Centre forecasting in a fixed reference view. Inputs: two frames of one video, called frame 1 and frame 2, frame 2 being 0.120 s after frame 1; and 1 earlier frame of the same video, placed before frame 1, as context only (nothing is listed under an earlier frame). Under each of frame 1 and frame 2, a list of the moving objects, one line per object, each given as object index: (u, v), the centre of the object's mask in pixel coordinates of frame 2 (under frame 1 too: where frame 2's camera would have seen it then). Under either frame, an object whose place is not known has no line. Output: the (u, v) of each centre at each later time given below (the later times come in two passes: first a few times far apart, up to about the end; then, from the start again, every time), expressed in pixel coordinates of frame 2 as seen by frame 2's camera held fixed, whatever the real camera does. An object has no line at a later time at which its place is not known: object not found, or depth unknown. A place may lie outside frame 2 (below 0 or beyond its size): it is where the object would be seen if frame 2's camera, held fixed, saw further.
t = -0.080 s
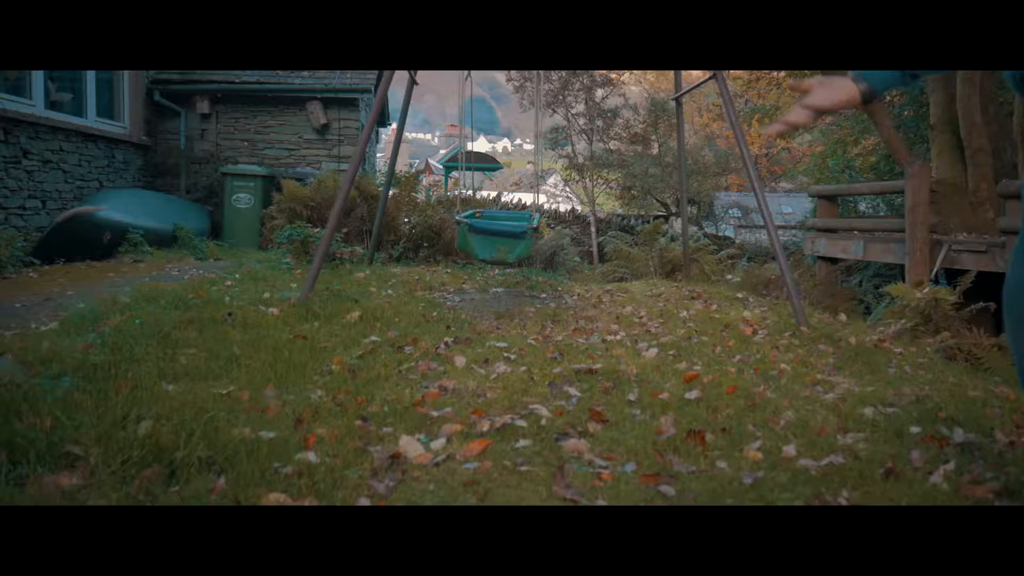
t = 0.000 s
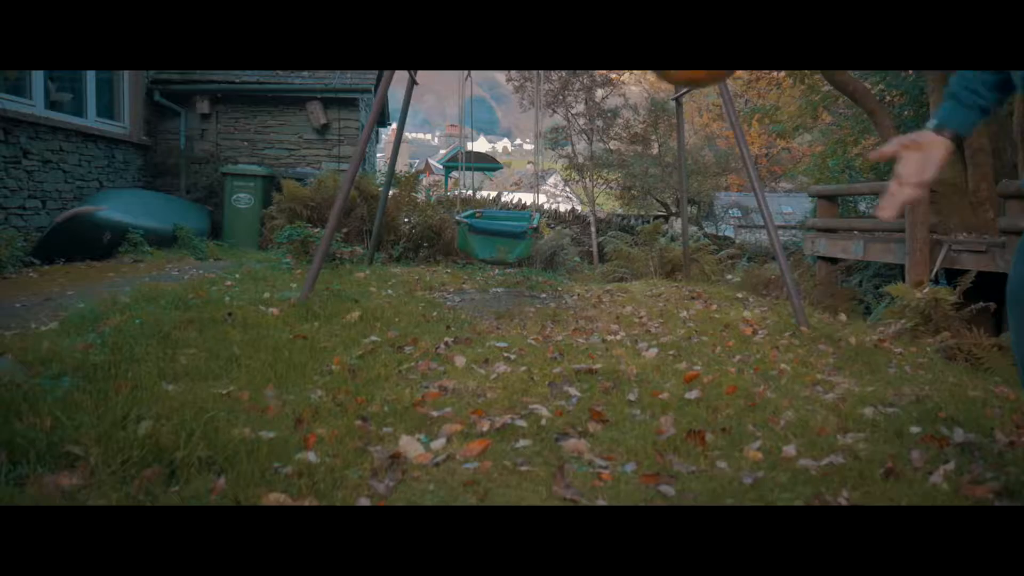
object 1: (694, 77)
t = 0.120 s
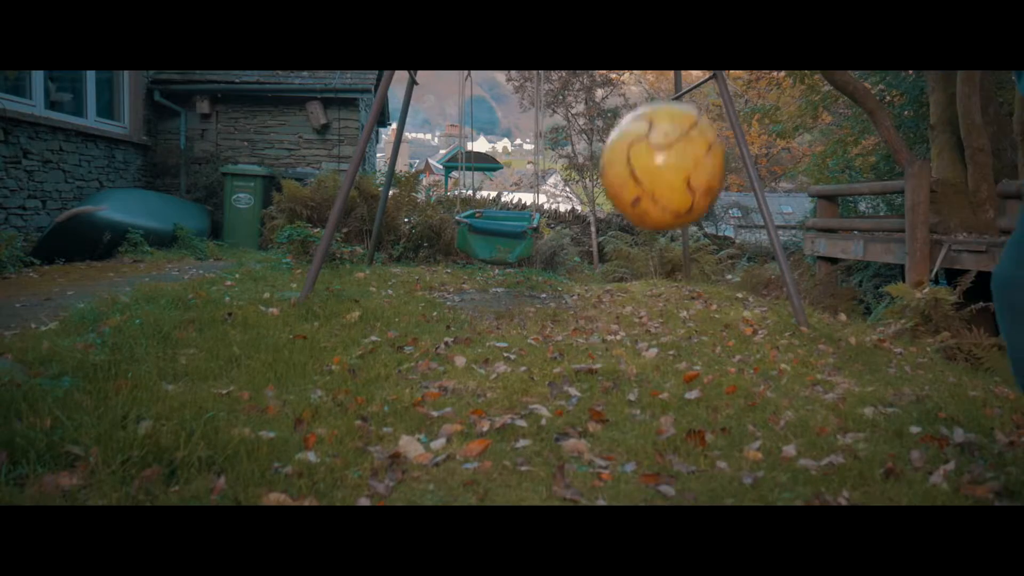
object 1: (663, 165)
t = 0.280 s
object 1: (621, 442)
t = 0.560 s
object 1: (588, 262)
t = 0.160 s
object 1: (651, 232)
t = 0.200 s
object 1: (640, 309)
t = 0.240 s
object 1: (629, 394)
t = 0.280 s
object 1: (621, 442)
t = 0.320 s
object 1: (617, 391)
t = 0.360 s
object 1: (612, 348)
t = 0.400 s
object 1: (608, 313)
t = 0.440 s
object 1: (603, 287)
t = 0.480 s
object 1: (598, 270)
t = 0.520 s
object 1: (593, 262)
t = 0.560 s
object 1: (588, 262)
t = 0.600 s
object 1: (583, 271)
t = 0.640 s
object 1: (577, 289)
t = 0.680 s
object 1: (572, 316)
